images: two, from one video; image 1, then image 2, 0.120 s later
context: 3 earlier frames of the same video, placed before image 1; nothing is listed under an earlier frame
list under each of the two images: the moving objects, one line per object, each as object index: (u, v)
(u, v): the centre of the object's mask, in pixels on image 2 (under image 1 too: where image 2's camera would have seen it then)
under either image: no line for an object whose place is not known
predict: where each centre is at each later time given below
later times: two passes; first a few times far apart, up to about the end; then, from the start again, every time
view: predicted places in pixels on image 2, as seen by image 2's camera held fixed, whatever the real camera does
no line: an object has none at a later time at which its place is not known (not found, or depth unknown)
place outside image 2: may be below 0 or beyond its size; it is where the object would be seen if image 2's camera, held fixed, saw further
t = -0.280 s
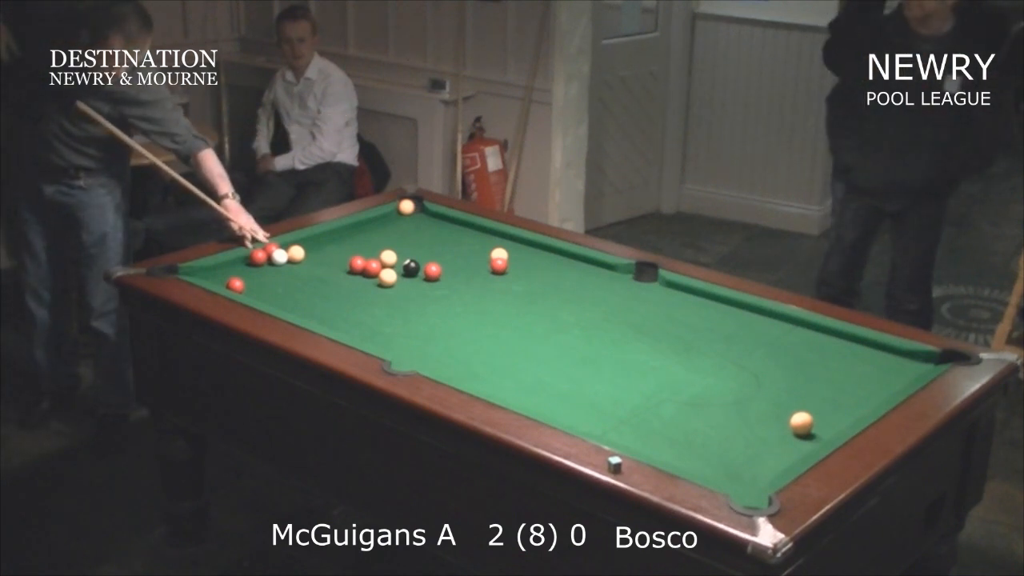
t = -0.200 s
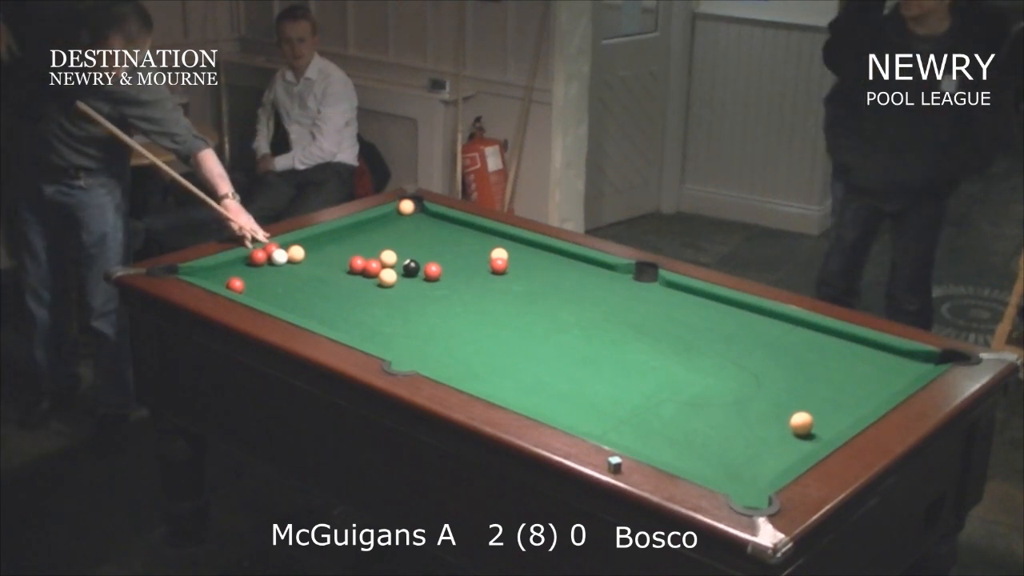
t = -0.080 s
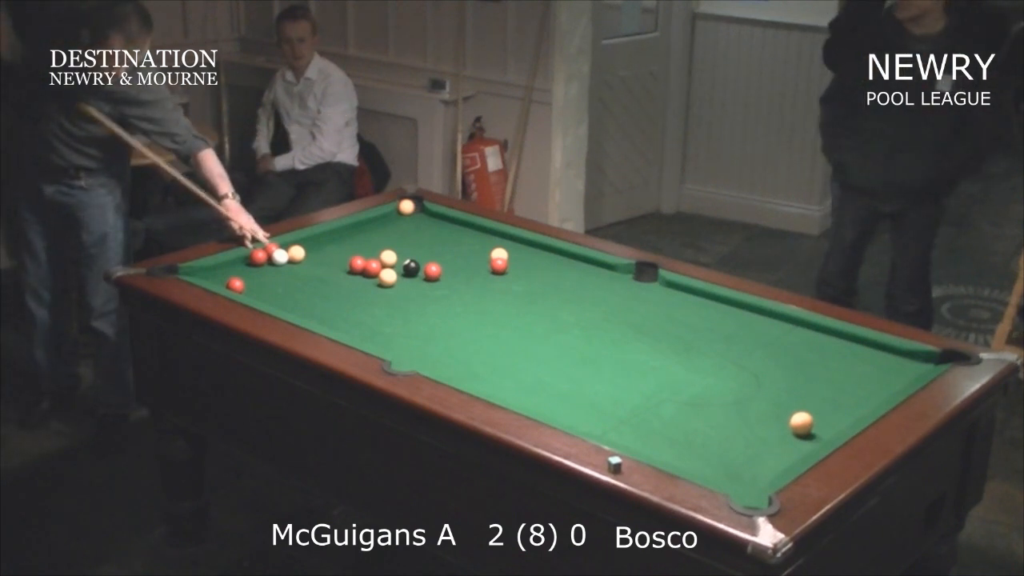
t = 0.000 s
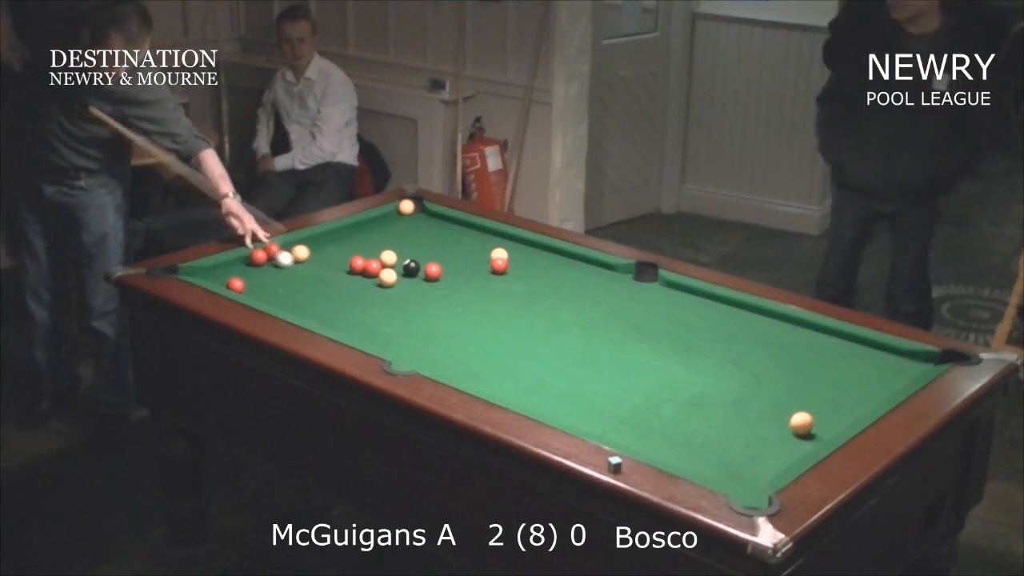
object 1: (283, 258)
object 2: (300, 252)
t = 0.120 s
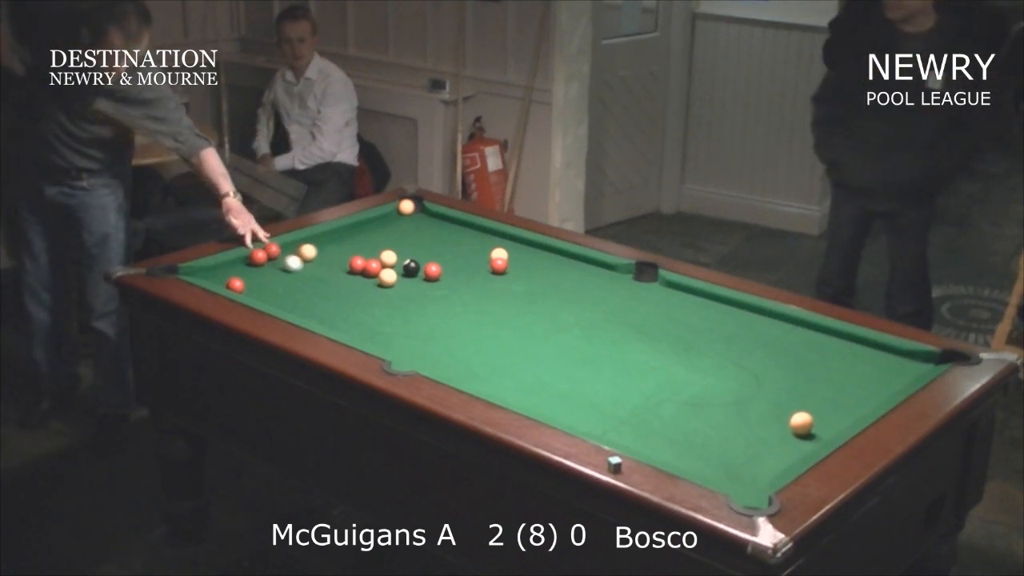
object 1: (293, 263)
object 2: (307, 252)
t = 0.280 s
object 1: (304, 268)
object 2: (315, 251)
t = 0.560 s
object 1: (323, 277)
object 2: (329, 249)
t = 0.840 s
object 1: (340, 285)
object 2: (340, 248)
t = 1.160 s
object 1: (358, 293)
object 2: (350, 247)
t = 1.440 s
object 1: (373, 299)
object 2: (354, 246)
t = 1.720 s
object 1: (385, 304)
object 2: (357, 246)
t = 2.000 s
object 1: (395, 309)
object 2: (357, 246)
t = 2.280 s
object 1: (404, 313)
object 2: (357, 246)
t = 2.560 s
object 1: (409, 315)
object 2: (356, 246)
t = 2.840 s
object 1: (412, 316)
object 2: (356, 246)
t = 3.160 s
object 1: (412, 316)
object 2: (356, 246)
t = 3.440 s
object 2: (356, 246)
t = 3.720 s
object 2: (356, 245)
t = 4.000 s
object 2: (356, 246)
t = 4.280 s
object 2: (356, 245)
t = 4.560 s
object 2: (356, 245)
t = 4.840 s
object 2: (356, 245)
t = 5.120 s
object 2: (356, 245)
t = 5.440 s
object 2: (356, 245)
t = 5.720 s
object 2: (357, 246)
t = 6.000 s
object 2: (357, 246)
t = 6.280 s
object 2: (357, 246)
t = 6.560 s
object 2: (357, 246)
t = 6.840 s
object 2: (357, 246)
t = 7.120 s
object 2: (357, 246)
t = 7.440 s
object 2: (357, 246)
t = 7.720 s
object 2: (357, 246)
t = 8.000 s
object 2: (357, 246)
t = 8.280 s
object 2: (357, 246)
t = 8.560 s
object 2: (357, 246)
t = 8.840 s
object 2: (357, 246)
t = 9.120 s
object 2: (357, 246)
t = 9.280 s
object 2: (357, 246)
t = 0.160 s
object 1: (296, 264)
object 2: (310, 251)
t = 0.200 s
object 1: (299, 265)
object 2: (312, 251)
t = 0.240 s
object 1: (301, 266)
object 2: (314, 251)
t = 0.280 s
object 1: (304, 268)
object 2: (315, 251)
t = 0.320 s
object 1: (307, 269)
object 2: (318, 251)
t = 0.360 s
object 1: (309, 270)
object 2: (320, 250)
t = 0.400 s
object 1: (312, 272)
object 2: (322, 250)
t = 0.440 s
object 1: (315, 273)
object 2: (324, 250)
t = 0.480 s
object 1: (318, 275)
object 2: (326, 250)
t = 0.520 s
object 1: (320, 276)
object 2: (328, 249)
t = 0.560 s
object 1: (323, 277)
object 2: (329, 249)
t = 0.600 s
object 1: (326, 278)
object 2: (331, 249)
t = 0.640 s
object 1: (328, 279)
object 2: (333, 249)
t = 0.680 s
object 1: (330, 280)
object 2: (335, 248)
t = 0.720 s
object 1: (333, 281)
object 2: (336, 248)
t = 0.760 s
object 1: (336, 283)
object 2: (338, 248)
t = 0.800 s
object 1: (338, 284)
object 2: (339, 248)
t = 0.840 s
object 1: (340, 285)
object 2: (340, 248)
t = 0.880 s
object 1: (343, 286)
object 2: (342, 248)
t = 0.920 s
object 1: (345, 287)
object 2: (343, 247)
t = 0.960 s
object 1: (348, 288)
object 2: (344, 247)
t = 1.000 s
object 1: (350, 289)
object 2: (345, 247)
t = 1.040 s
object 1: (352, 290)
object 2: (347, 247)
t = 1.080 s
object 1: (354, 291)
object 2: (348, 247)
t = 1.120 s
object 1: (357, 292)
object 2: (349, 247)
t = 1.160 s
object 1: (358, 293)
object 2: (350, 247)
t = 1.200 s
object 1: (361, 294)
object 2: (350, 246)
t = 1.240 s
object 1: (363, 295)
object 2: (351, 246)
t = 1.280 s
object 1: (365, 296)
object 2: (352, 246)
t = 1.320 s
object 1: (367, 297)
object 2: (353, 246)
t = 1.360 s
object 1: (369, 297)
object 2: (353, 246)
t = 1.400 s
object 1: (371, 298)
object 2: (354, 246)
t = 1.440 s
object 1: (373, 299)
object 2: (354, 246)
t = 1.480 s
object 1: (374, 300)
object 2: (355, 246)
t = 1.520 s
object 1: (376, 301)
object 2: (355, 246)
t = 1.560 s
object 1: (379, 301)
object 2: (355, 246)
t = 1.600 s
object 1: (380, 302)
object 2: (356, 246)
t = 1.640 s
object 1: (382, 303)
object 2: (356, 246)
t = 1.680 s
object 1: (384, 304)
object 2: (357, 246)
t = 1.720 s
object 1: (385, 304)
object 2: (357, 246)
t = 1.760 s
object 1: (387, 305)
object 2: (357, 246)
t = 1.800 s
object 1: (388, 306)
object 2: (357, 246)
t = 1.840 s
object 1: (390, 307)
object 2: (357, 246)
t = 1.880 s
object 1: (391, 307)
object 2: (357, 246)
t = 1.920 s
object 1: (393, 308)
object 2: (357, 246)
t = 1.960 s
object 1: (394, 308)
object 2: (357, 246)
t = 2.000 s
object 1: (395, 309)
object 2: (357, 246)
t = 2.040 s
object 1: (397, 309)
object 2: (357, 246)
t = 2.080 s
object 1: (398, 310)
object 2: (357, 246)
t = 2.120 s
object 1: (399, 311)
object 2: (356, 246)
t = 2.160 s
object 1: (400, 311)
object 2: (356, 246)
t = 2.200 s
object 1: (401, 312)
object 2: (356, 246)
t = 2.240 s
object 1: (402, 312)
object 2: (356, 246)
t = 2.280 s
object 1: (404, 313)
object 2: (357, 246)
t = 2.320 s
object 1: (404, 313)
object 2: (356, 246)
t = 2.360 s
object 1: (405, 313)
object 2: (356, 246)
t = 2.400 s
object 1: (406, 314)
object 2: (356, 246)
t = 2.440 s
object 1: (407, 314)
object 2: (357, 246)
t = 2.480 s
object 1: (408, 314)
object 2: (357, 246)
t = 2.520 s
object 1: (408, 315)
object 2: (357, 246)
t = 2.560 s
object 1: (409, 315)
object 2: (356, 246)
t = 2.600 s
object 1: (410, 315)
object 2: (356, 246)
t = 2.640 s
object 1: (410, 315)
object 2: (357, 246)
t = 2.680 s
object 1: (411, 316)
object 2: (356, 246)
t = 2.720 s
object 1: (411, 316)
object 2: (357, 246)
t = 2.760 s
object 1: (411, 316)
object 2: (357, 246)
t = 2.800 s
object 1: (411, 316)
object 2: (356, 246)
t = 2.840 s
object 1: (412, 316)
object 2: (356, 246)
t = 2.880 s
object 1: (412, 316)
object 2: (356, 246)
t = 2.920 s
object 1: (412, 316)
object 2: (356, 246)
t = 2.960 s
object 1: (412, 316)
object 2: (356, 246)
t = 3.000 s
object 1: (412, 316)
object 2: (356, 246)
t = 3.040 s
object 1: (412, 316)
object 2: (356, 246)
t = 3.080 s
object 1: (412, 316)
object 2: (356, 246)
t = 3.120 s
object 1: (412, 316)
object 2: (356, 246)
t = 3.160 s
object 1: (412, 316)
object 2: (356, 246)
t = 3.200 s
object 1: (412, 316)
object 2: (356, 246)
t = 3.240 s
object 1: (412, 316)
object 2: (356, 246)
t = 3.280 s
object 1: (412, 316)
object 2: (356, 246)
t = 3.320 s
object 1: (412, 316)
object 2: (356, 246)
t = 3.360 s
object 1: (412, 316)
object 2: (356, 246)
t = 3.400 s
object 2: (356, 246)
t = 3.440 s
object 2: (356, 246)
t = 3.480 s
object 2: (356, 246)
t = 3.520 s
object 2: (356, 246)
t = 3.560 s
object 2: (356, 246)
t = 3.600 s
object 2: (356, 245)
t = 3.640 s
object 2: (356, 245)
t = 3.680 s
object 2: (356, 245)
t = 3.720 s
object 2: (356, 245)
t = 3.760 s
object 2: (356, 245)
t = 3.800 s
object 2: (356, 246)
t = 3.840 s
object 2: (356, 246)
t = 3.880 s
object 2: (356, 245)
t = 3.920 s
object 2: (356, 246)
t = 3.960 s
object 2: (356, 245)
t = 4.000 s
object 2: (356, 246)
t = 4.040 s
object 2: (356, 246)
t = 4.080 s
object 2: (356, 245)
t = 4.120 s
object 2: (356, 245)
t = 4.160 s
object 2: (356, 245)
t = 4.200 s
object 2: (356, 245)
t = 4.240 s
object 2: (356, 245)
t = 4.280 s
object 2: (356, 245)
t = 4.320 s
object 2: (356, 246)
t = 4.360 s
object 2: (356, 245)
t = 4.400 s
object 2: (356, 245)
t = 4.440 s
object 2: (356, 245)
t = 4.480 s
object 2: (356, 245)
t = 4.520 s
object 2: (356, 246)
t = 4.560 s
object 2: (356, 245)
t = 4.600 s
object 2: (356, 246)
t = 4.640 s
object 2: (356, 246)
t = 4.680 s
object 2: (356, 245)
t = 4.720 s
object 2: (356, 245)
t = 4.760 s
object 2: (356, 245)
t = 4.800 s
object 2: (356, 245)
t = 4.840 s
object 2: (356, 245)
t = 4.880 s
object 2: (356, 245)
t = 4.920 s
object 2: (356, 245)
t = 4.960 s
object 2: (356, 245)
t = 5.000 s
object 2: (356, 245)
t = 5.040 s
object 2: (356, 245)
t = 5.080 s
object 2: (356, 245)
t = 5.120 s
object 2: (356, 245)
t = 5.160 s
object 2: (356, 245)
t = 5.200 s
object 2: (356, 245)
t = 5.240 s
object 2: (356, 245)
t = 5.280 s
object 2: (356, 245)
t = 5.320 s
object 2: (356, 245)
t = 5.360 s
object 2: (356, 245)
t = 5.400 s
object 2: (356, 245)
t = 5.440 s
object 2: (356, 245)
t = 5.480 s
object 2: (356, 245)
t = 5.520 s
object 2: (356, 245)
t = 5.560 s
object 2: (356, 245)
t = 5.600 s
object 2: (356, 245)
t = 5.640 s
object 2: (356, 245)
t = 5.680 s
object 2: (356, 245)
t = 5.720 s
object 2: (357, 246)
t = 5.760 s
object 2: (357, 246)
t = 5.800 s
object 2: (357, 246)
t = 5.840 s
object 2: (357, 246)
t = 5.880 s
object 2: (357, 246)
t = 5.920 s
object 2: (357, 246)
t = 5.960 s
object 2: (357, 246)
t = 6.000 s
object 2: (357, 246)
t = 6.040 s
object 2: (357, 246)
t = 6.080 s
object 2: (357, 246)
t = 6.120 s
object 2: (357, 246)
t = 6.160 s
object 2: (357, 246)
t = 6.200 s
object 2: (357, 246)
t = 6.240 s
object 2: (357, 246)
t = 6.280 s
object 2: (357, 246)
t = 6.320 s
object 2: (357, 246)
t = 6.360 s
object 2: (357, 246)
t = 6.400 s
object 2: (357, 246)
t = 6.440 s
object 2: (357, 246)
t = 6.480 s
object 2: (357, 246)
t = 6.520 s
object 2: (357, 246)
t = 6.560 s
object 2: (357, 246)
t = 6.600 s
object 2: (357, 246)
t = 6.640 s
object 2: (357, 246)
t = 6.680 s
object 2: (357, 246)
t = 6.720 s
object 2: (357, 246)
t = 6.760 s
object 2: (357, 246)
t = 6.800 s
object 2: (357, 246)
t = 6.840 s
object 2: (357, 246)
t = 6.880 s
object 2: (357, 246)
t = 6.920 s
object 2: (357, 246)
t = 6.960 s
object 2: (357, 246)
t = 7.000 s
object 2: (357, 246)
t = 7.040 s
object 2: (357, 246)
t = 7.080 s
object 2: (357, 246)
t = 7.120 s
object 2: (357, 246)
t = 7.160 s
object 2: (357, 246)
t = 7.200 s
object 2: (357, 246)
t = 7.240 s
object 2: (357, 246)
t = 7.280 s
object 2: (357, 246)
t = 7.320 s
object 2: (357, 246)
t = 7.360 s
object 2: (357, 246)
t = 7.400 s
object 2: (357, 246)
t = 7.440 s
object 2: (357, 246)
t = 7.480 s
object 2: (357, 246)
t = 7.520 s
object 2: (357, 246)
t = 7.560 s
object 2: (357, 246)
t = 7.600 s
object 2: (357, 246)
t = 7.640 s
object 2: (357, 246)
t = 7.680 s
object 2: (357, 246)
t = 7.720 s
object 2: (357, 246)
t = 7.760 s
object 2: (357, 246)
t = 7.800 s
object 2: (357, 246)
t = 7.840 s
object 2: (357, 246)
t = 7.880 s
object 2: (357, 246)
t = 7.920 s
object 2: (357, 246)
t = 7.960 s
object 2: (357, 246)
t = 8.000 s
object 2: (357, 246)
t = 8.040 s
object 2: (357, 246)
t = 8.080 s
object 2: (357, 246)
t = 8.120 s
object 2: (357, 246)
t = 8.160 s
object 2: (357, 246)
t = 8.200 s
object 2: (357, 246)
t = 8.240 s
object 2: (357, 246)
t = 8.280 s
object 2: (357, 246)
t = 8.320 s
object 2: (357, 246)
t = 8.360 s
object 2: (357, 246)
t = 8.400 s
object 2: (357, 246)
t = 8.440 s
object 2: (357, 246)
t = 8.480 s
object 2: (357, 246)
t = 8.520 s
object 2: (357, 246)
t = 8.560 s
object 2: (357, 246)
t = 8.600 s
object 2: (357, 246)
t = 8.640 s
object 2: (357, 246)
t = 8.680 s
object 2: (357, 246)
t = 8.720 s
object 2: (357, 246)
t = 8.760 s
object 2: (357, 246)
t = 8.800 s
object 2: (357, 246)
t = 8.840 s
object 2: (357, 246)
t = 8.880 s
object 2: (357, 246)
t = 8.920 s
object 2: (357, 246)
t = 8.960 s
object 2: (357, 246)
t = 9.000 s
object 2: (357, 246)
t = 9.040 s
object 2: (357, 246)
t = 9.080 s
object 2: (357, 246)
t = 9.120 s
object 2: (357, 246)
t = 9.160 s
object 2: (357, 246)
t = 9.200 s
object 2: (357, 246)
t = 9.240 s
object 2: (357, 246)
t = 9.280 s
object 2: (357, 246)
